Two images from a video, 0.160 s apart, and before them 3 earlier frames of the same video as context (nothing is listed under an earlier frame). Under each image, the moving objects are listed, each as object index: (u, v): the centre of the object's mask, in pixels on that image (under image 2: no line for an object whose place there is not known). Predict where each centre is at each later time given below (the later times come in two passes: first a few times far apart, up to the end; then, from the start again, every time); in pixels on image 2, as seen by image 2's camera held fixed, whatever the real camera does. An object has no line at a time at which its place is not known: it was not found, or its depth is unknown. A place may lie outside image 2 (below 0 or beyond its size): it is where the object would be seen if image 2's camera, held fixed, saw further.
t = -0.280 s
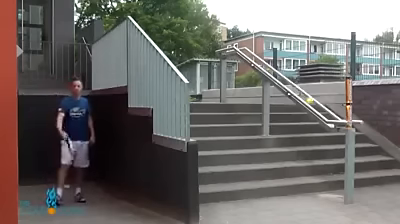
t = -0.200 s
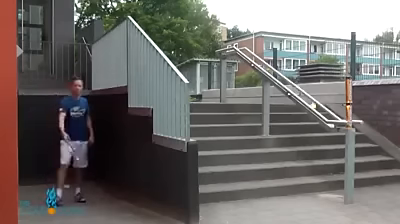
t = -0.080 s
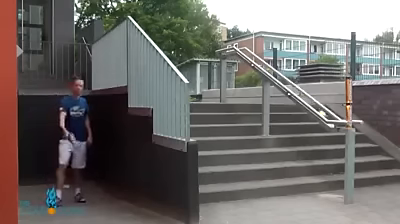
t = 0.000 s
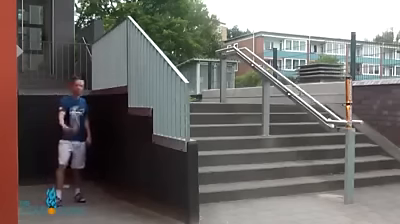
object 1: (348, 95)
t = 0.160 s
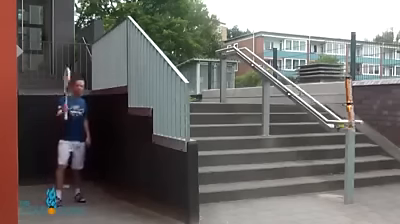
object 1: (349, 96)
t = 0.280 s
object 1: (350, 100)
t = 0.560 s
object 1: (347, 119)
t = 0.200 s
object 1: (349, 98)
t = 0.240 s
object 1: (350, 99)
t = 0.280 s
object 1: (350, 100)
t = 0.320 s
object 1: (351, 103)
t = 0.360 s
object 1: (352, 105)
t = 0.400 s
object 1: (353, 108)
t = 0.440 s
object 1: (355, 112)
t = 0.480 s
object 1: (354, 115)
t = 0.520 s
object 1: (353, 121)
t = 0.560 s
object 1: (347, 119)
